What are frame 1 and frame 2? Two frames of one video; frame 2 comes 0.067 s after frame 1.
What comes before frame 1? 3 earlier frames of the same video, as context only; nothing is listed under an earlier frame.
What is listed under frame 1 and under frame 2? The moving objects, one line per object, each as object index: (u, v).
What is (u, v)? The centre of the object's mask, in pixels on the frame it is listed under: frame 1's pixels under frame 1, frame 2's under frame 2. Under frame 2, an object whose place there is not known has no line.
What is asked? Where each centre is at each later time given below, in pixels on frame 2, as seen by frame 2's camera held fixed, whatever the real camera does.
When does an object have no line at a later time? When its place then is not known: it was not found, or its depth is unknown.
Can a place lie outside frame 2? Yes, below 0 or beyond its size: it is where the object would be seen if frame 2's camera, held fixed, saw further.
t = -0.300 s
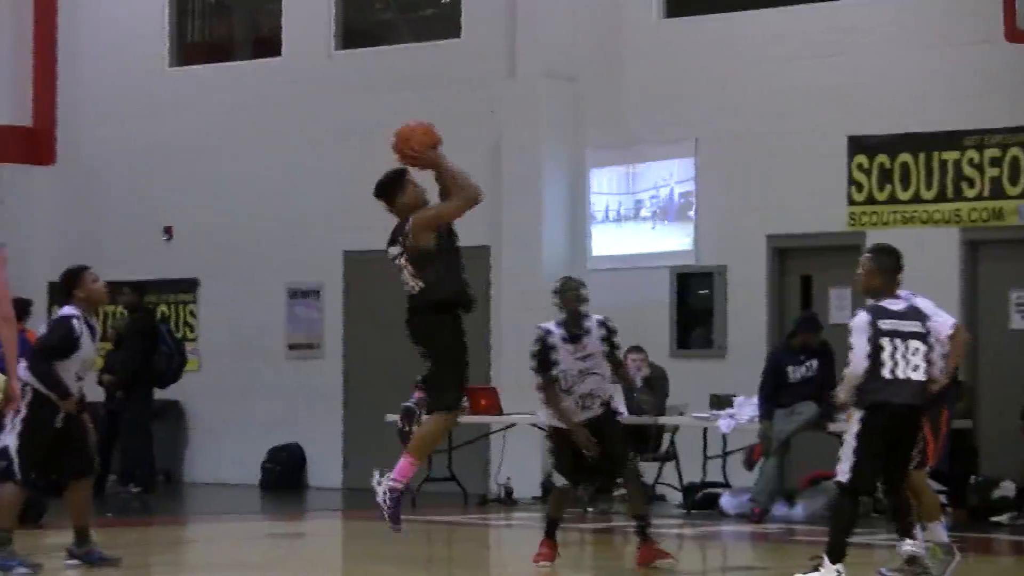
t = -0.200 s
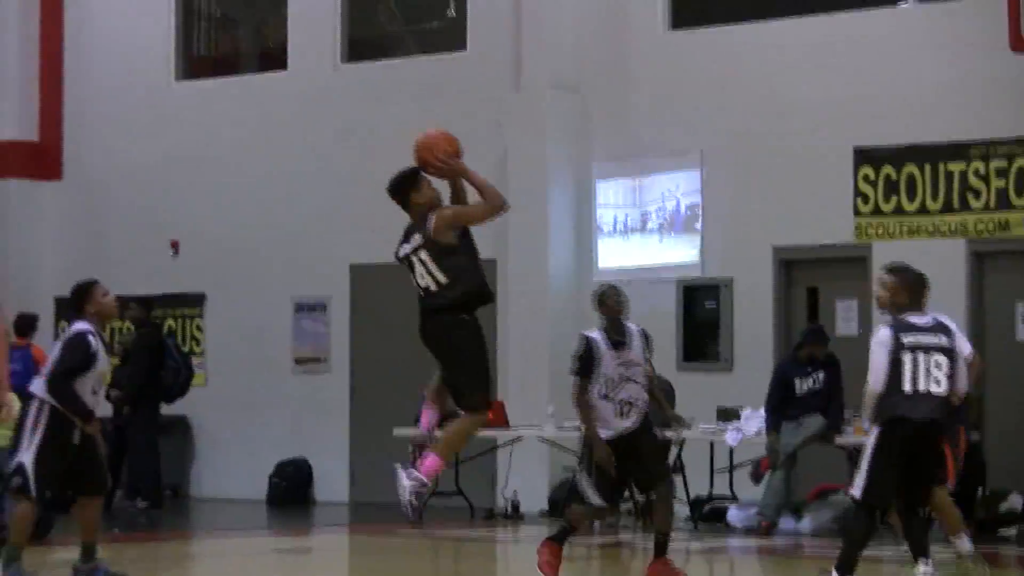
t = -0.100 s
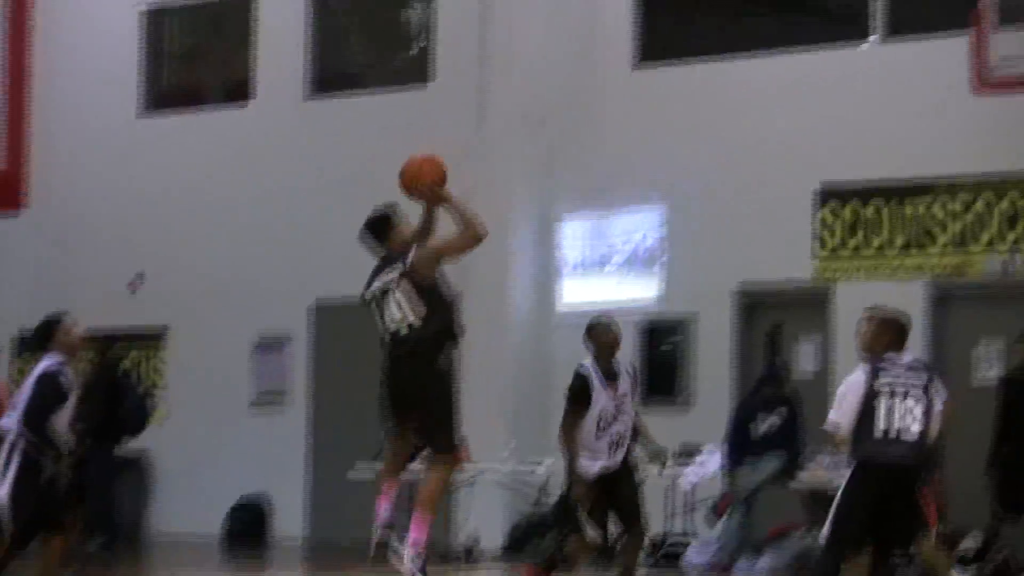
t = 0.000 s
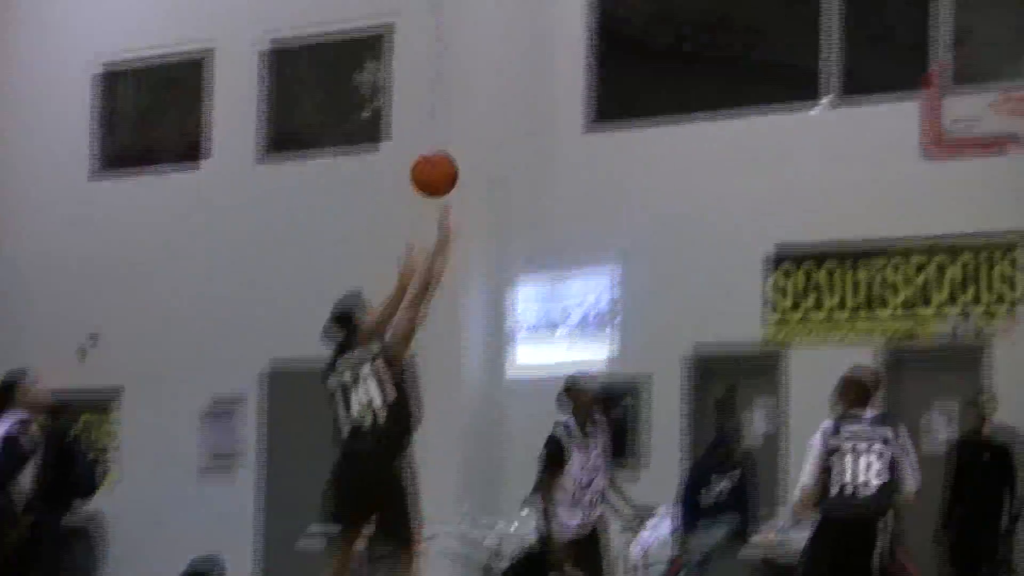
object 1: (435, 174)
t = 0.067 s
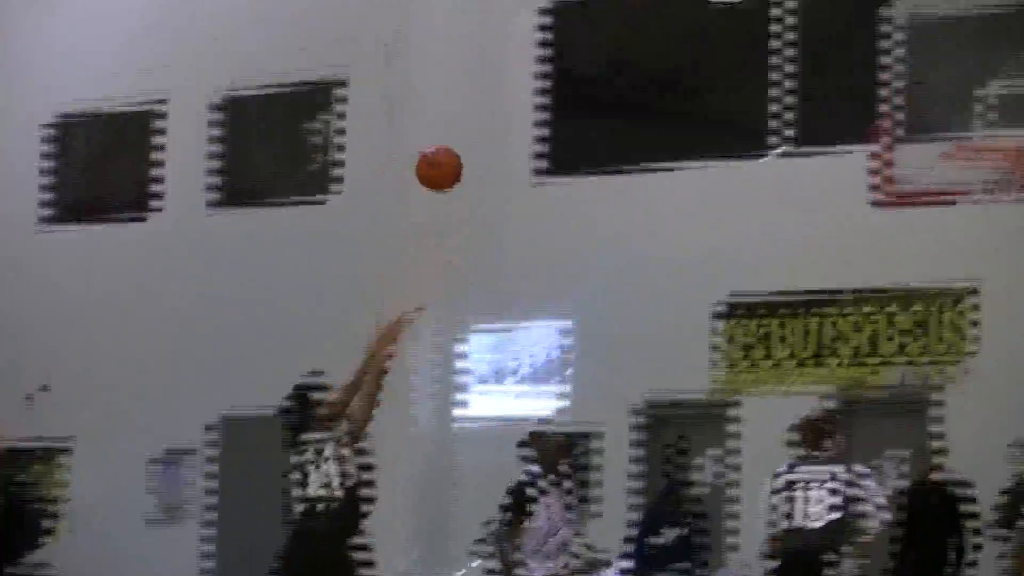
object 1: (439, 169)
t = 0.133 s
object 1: (491, 123)
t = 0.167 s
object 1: (515, 104)
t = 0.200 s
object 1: (540, 87)
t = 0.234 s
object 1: (561, 70)
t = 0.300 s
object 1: (602, 49)
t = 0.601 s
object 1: (809, 48)
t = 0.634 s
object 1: (832, 58)
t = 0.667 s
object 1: (854, 69)
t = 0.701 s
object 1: (880, 83)
